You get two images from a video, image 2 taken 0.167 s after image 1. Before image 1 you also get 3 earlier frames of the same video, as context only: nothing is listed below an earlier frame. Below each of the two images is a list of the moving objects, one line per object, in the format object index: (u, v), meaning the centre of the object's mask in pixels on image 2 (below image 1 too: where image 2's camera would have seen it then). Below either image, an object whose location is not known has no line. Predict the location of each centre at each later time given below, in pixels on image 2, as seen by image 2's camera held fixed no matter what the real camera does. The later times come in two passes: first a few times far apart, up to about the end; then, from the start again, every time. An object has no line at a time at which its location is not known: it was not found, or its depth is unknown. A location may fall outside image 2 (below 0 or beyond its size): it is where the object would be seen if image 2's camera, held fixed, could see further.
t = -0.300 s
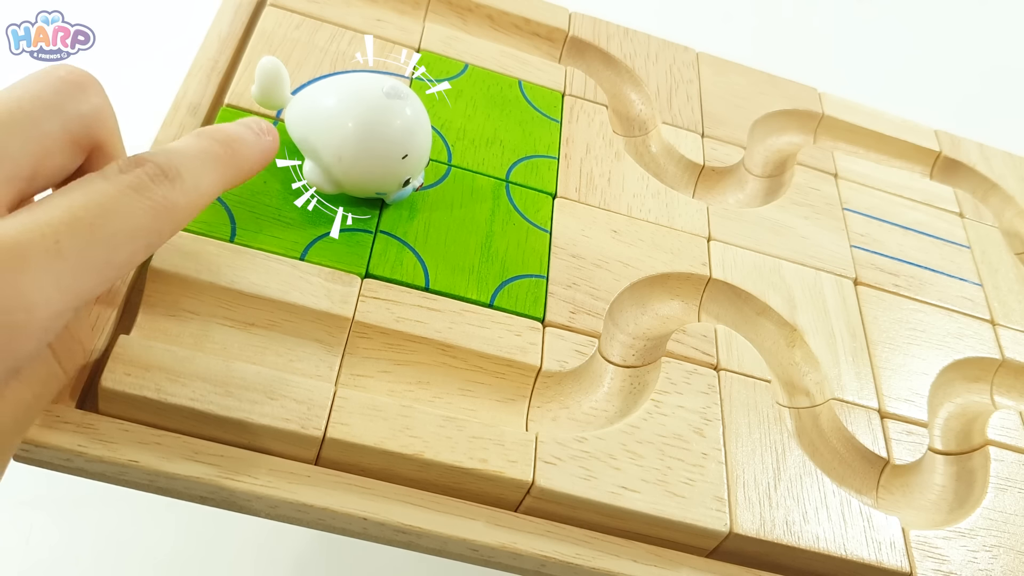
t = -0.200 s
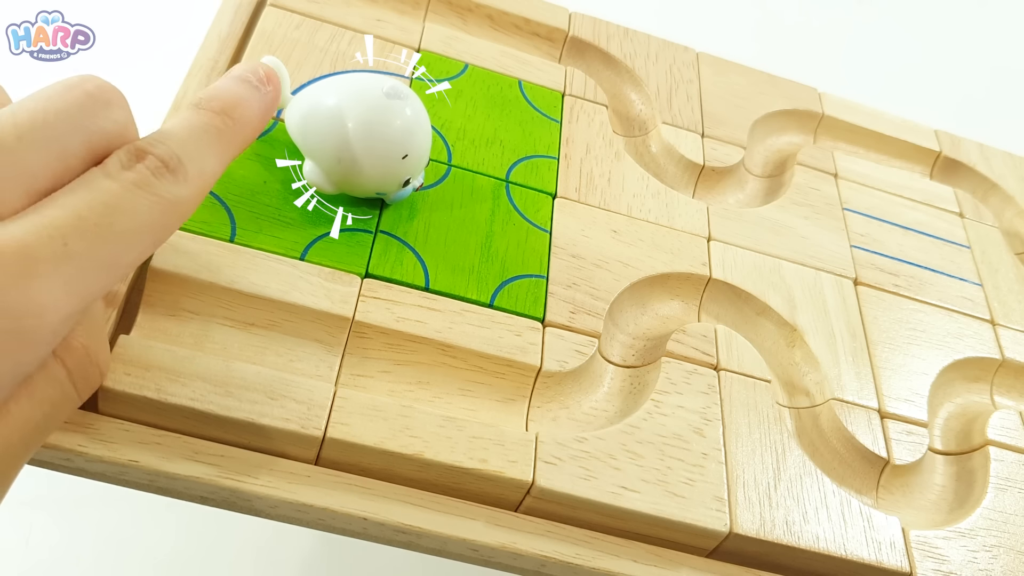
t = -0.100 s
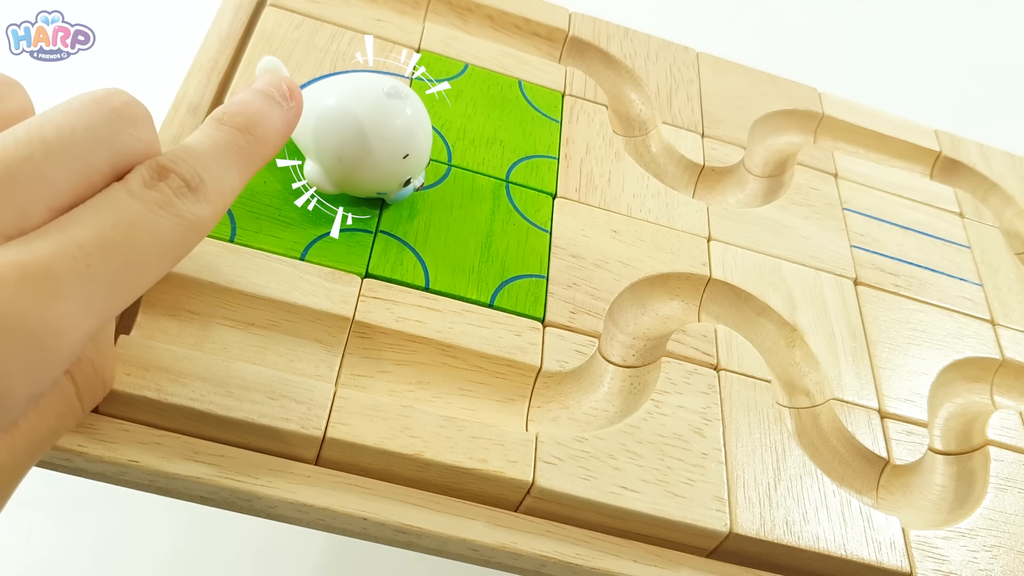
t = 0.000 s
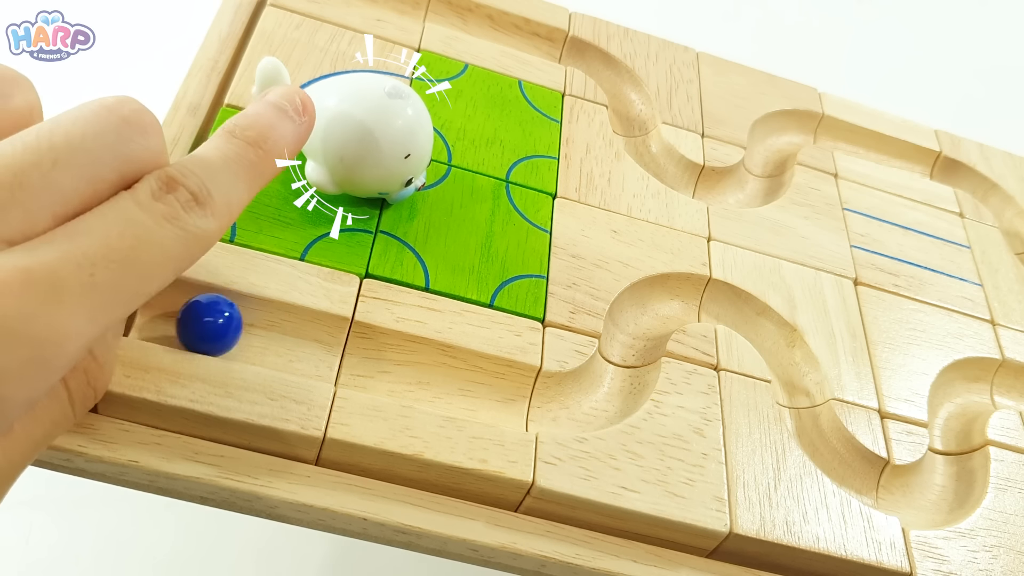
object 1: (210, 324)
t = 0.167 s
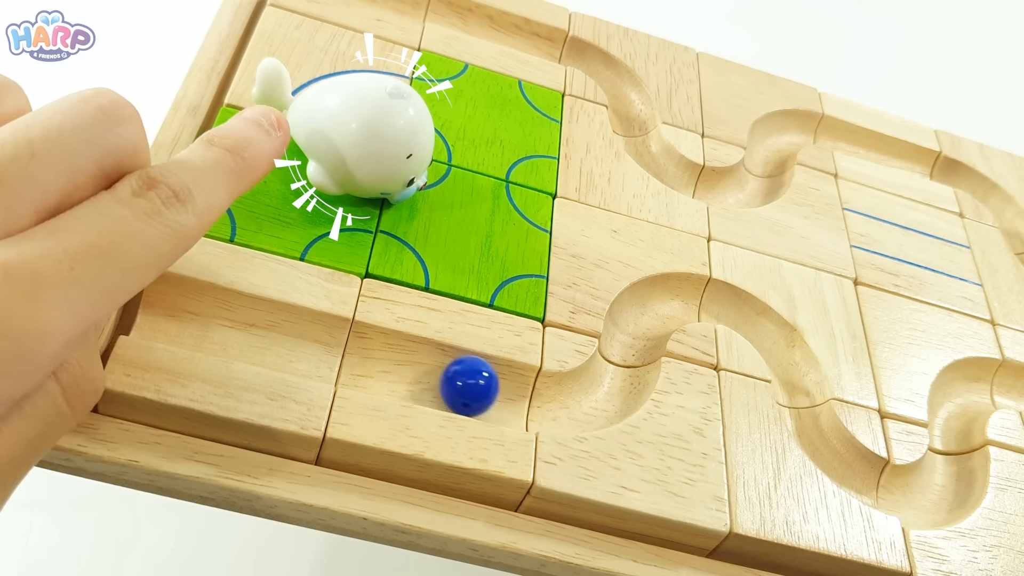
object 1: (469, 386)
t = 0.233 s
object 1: (594, 399)
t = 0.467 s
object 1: (809, 410)
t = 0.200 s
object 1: (539, 400)
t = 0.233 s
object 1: (594, 399)
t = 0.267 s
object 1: (630, 370)
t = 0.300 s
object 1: (635, 332)
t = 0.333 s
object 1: (657, 303)
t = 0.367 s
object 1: (704, 299)
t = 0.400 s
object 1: (759, 317)
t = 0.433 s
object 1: (796, 369)
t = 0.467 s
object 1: (809, 410)
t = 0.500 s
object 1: (840, 456)
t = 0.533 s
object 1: (886, 486)
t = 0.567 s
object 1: (930, 498)
